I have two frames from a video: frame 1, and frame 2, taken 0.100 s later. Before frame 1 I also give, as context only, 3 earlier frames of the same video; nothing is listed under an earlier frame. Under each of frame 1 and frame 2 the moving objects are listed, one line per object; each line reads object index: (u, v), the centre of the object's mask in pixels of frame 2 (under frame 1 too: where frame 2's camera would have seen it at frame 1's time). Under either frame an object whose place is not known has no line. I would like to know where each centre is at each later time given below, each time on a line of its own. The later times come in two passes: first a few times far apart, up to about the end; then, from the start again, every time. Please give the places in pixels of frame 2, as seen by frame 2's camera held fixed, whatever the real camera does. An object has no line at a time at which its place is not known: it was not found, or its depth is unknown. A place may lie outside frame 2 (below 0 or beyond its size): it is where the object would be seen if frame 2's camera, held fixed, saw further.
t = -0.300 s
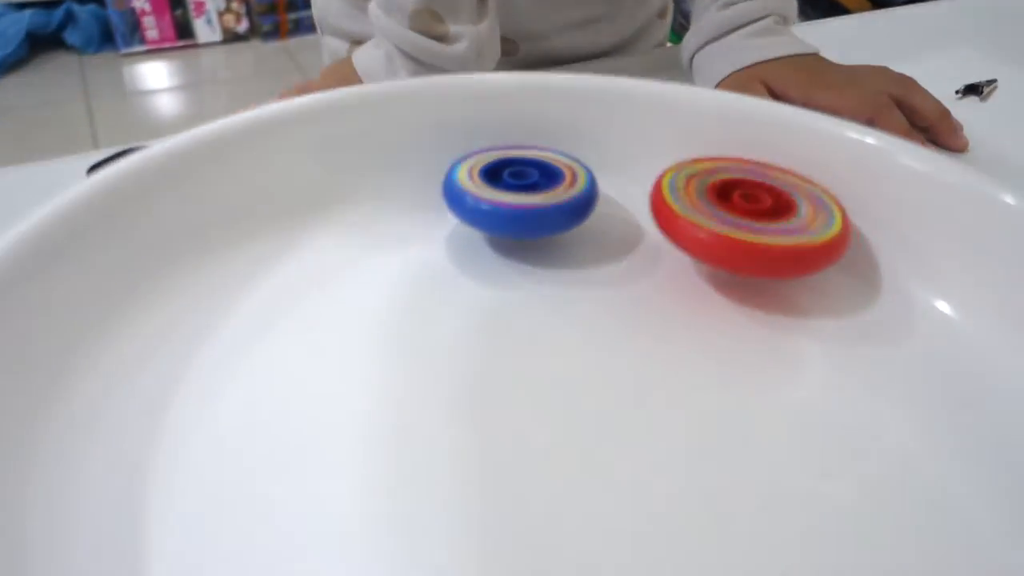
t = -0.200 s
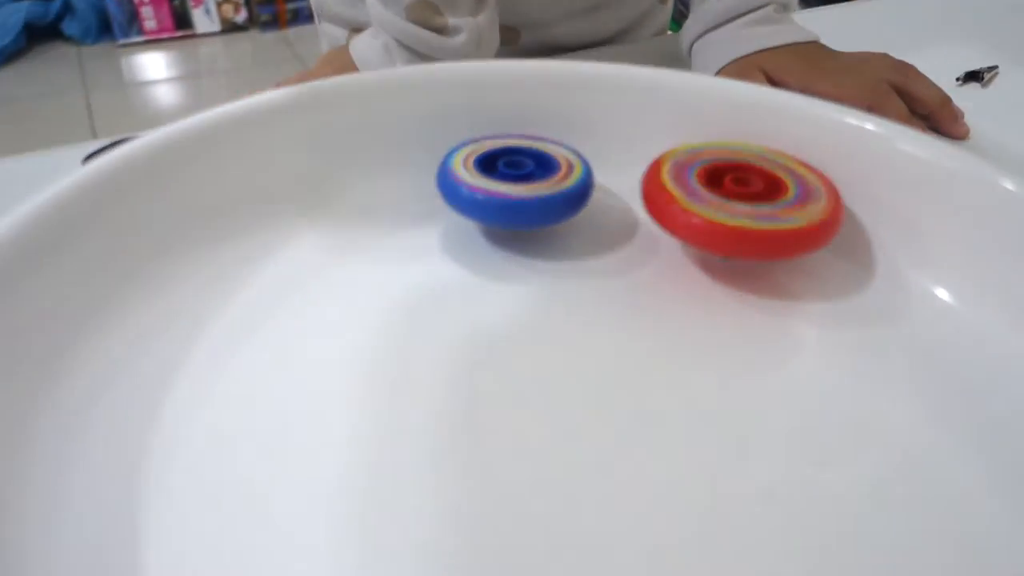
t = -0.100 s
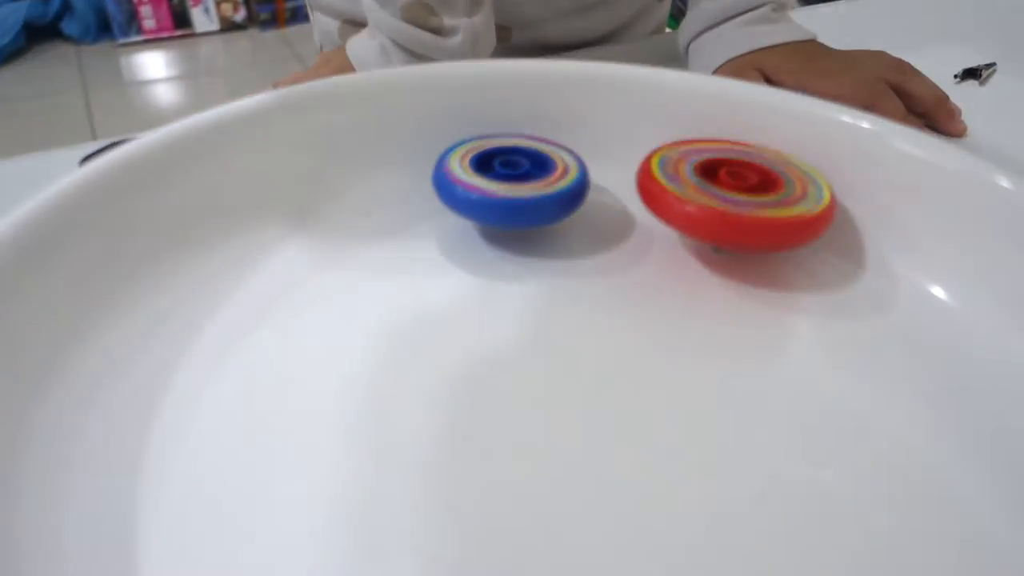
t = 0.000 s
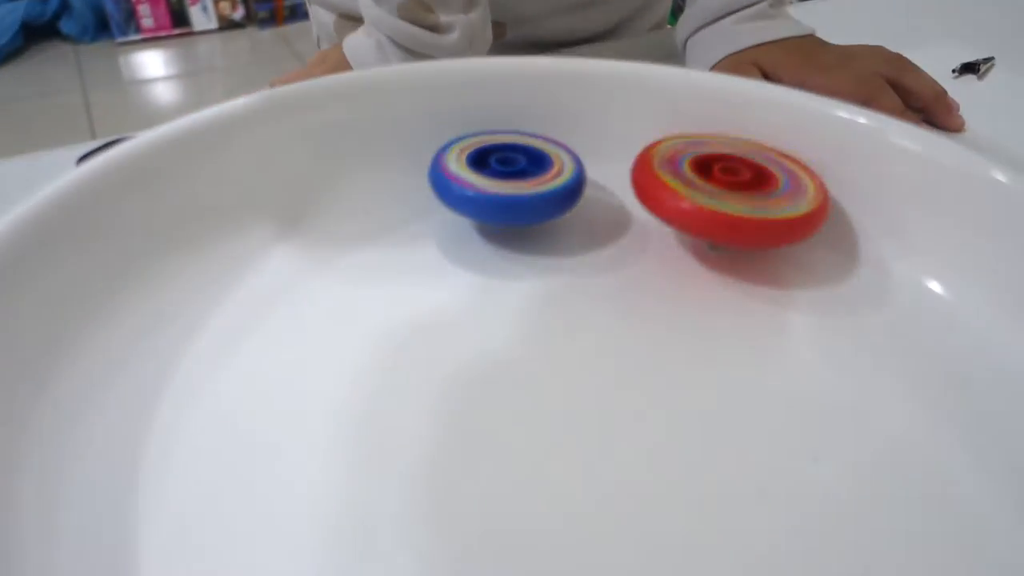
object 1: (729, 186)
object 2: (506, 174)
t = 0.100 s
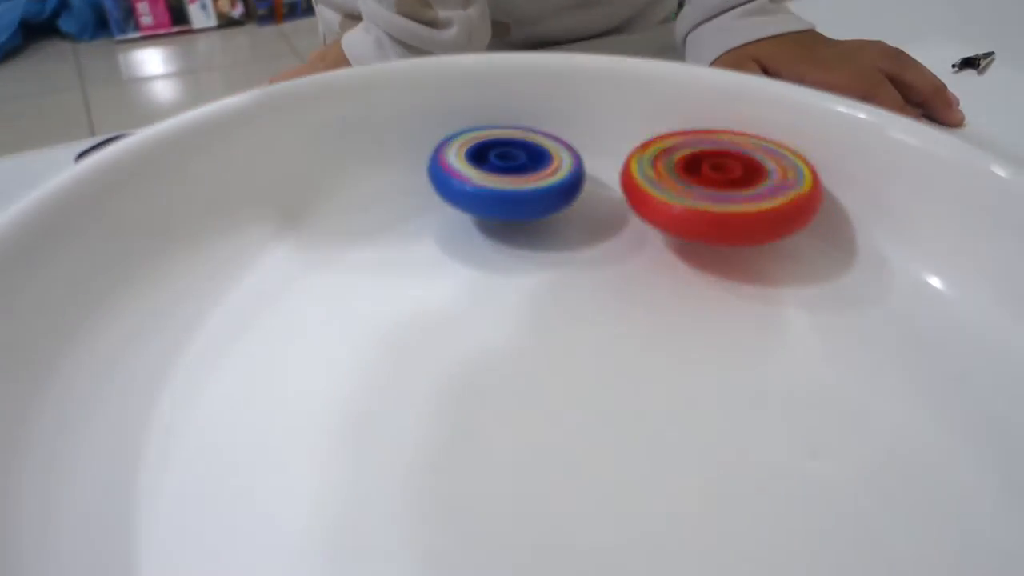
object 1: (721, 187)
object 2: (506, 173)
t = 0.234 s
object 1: (710, 186)
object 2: (508, 169)
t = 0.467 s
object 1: (698, 183)
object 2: (516, 163)
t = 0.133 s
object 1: (715, 187)
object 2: (506, 172)
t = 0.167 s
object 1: (717, 187)
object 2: (506, 171)
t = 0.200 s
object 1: (711, 187)
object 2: (508, 171)
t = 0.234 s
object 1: (710, 186)
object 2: (508, 169)
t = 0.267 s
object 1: (711, 188)
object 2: (508, 169)
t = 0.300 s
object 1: (705, 186)
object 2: (510, 168)
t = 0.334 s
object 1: (707, 186)
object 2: (512, 167)
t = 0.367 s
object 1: (704, 187)
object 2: (512, 166)
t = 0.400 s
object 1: (701, 184)
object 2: (514, 165)
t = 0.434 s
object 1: (703, 185)
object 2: (515, 163)
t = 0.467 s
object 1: (698, 183)
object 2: (516, 163)
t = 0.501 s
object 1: (701, 182)
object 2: (517, 163)
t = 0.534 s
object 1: (698, 182)
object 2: (518, 164)
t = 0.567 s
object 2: (519, 165)
